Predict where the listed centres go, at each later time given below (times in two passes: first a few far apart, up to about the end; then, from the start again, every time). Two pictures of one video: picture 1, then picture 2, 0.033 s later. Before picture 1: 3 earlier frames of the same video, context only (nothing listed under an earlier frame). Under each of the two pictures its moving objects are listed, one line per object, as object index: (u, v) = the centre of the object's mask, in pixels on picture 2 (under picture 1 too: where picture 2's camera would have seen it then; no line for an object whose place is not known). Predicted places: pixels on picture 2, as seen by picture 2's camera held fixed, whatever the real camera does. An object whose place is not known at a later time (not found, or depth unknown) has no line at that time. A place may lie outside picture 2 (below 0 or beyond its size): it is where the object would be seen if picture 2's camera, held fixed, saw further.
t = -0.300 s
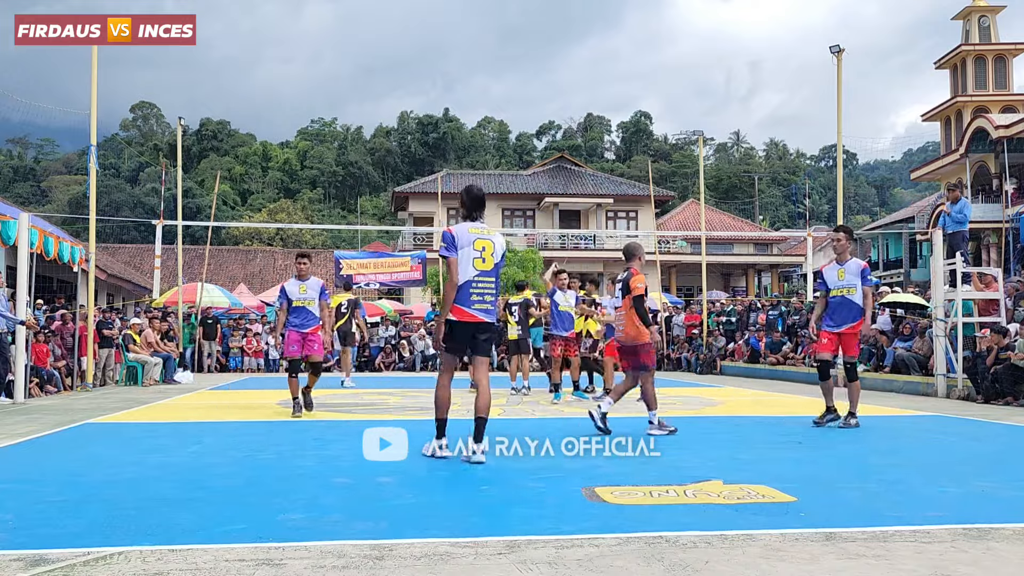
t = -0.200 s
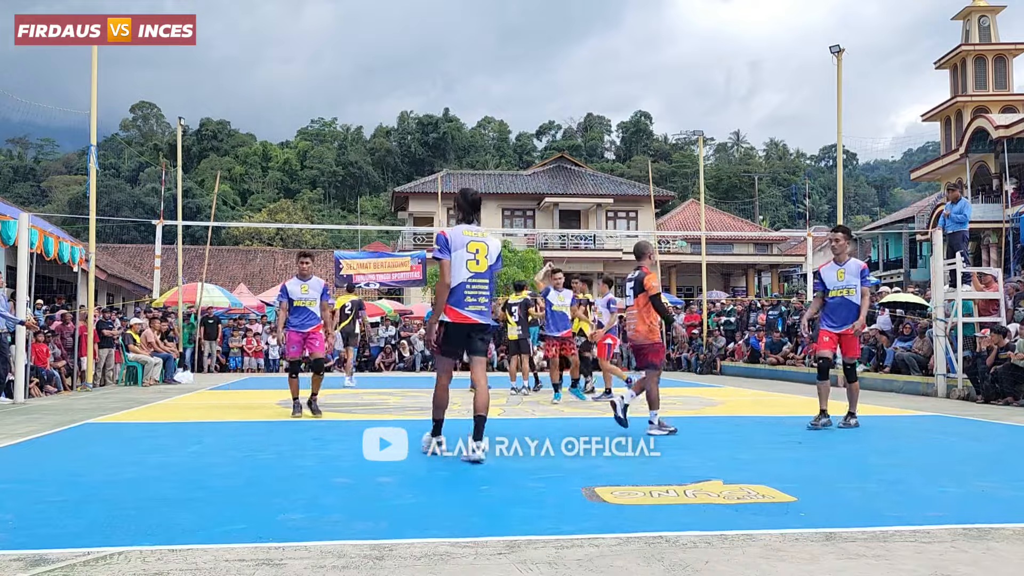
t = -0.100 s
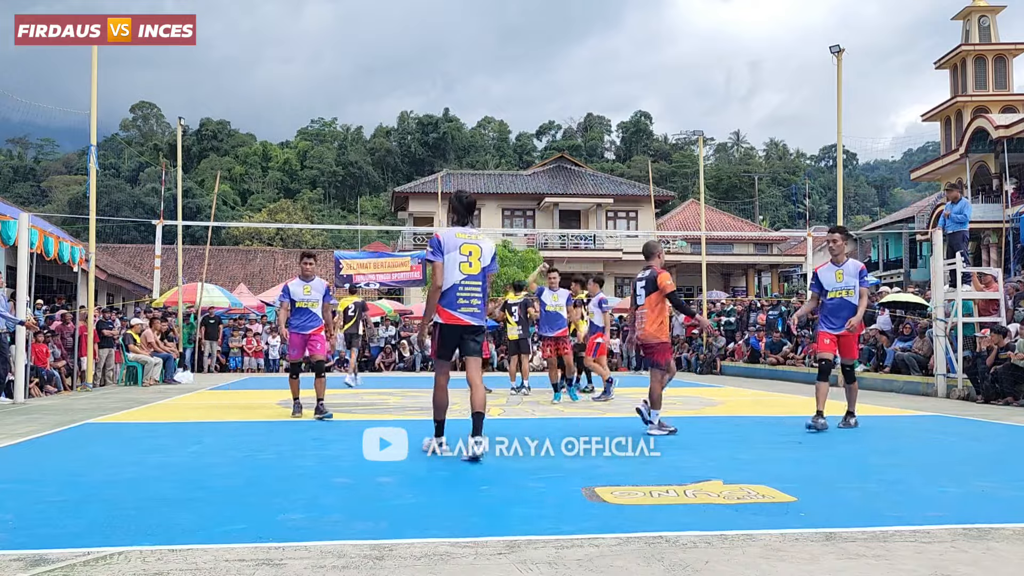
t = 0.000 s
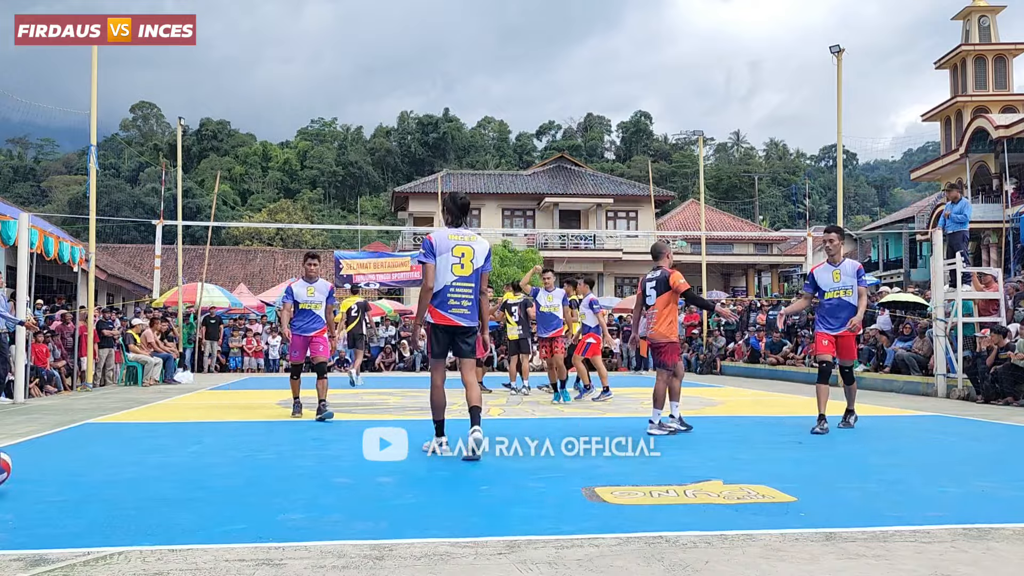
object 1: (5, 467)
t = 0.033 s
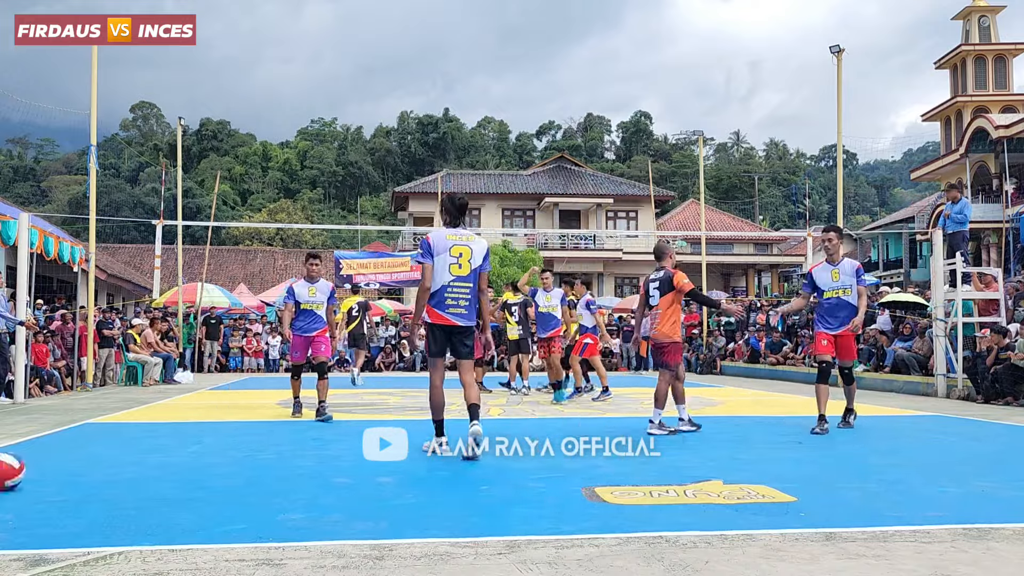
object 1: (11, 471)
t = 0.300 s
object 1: (91, 440)
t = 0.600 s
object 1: (154, 421)
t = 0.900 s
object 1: (195, 411)
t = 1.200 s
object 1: (224, 401)
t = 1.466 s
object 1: (242, 395)
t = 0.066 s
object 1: (18, 461)
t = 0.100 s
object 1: (30, 454)
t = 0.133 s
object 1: (41, 448)
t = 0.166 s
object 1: (52, 445)
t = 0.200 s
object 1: (63, 443)
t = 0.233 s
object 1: (73, 444)
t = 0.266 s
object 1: (82, 446)
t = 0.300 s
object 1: (91, 440)
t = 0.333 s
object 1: (100, 436)
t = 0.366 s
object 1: (108, 432)
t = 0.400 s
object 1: (115, 431)
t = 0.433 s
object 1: (123, 431)
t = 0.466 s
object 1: (130, 432)
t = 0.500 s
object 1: (136, 427)
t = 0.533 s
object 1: (142, 423)
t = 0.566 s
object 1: (148, 422)
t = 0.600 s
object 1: (154, 421)
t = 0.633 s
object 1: (160, 422)
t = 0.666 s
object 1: (164, 420)
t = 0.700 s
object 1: (169, 417)
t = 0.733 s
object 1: (174, 416)
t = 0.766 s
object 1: (178, 416)
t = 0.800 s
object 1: (183, 415)
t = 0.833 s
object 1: (187, 413)
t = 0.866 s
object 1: (191, 412)
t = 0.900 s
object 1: (195, 411)
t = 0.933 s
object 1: (199, 409)
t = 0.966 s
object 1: (202, 408)
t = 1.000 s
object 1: (205, 408)
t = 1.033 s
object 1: (209, 406)
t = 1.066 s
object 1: (212, 405)
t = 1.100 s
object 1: (215, 404)
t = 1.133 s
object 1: (218, 404)
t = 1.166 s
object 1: (221, 402)
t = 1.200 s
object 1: (224, 401)
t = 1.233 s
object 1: (226, 401)
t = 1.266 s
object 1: (229, 401)
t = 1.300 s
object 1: (232, 399)
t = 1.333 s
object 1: (234, 397)
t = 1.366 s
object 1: (236, 397)
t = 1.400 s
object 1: (238, 397)
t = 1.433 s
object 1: (241, 397)
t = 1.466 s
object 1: (242, 395)
